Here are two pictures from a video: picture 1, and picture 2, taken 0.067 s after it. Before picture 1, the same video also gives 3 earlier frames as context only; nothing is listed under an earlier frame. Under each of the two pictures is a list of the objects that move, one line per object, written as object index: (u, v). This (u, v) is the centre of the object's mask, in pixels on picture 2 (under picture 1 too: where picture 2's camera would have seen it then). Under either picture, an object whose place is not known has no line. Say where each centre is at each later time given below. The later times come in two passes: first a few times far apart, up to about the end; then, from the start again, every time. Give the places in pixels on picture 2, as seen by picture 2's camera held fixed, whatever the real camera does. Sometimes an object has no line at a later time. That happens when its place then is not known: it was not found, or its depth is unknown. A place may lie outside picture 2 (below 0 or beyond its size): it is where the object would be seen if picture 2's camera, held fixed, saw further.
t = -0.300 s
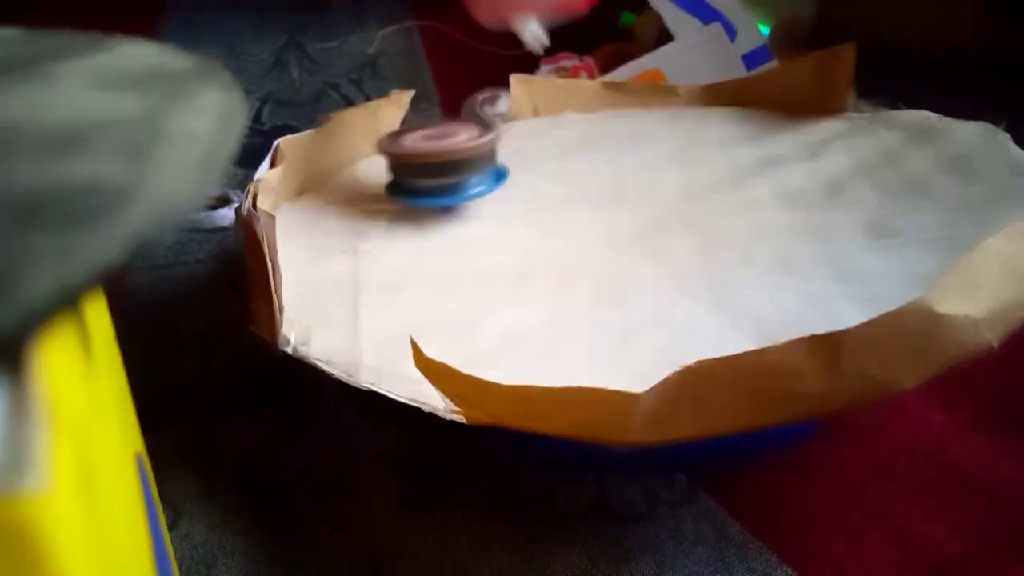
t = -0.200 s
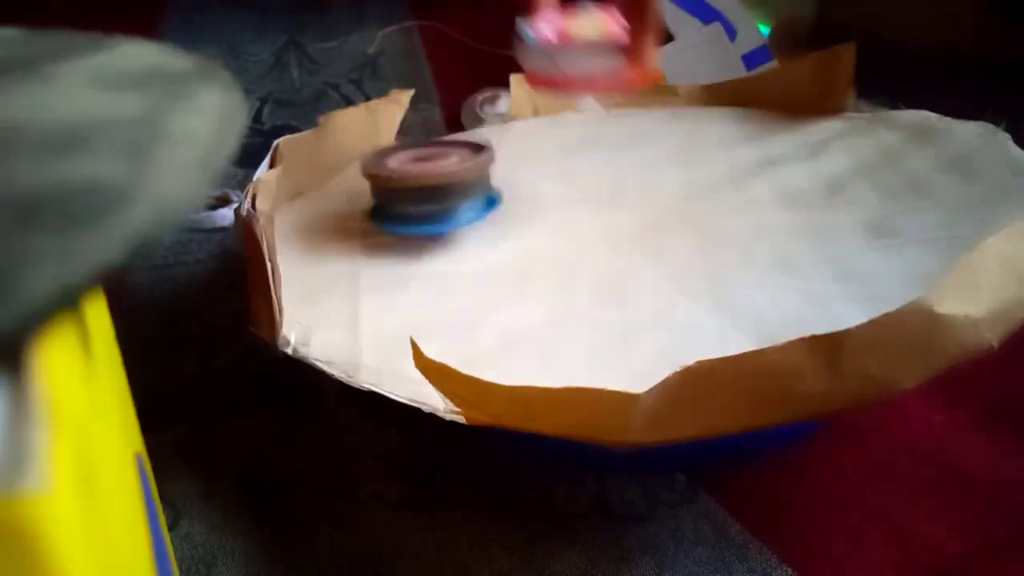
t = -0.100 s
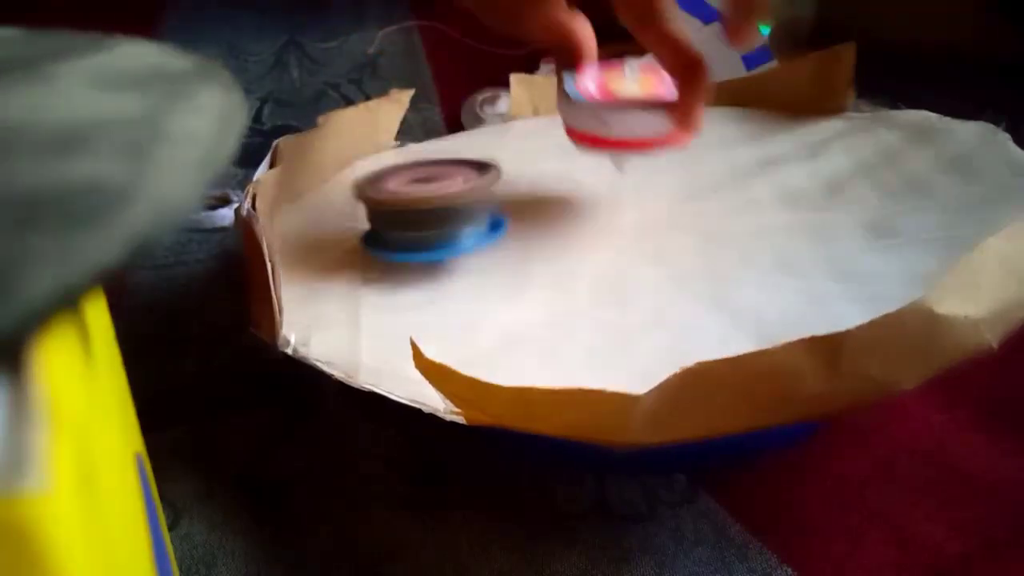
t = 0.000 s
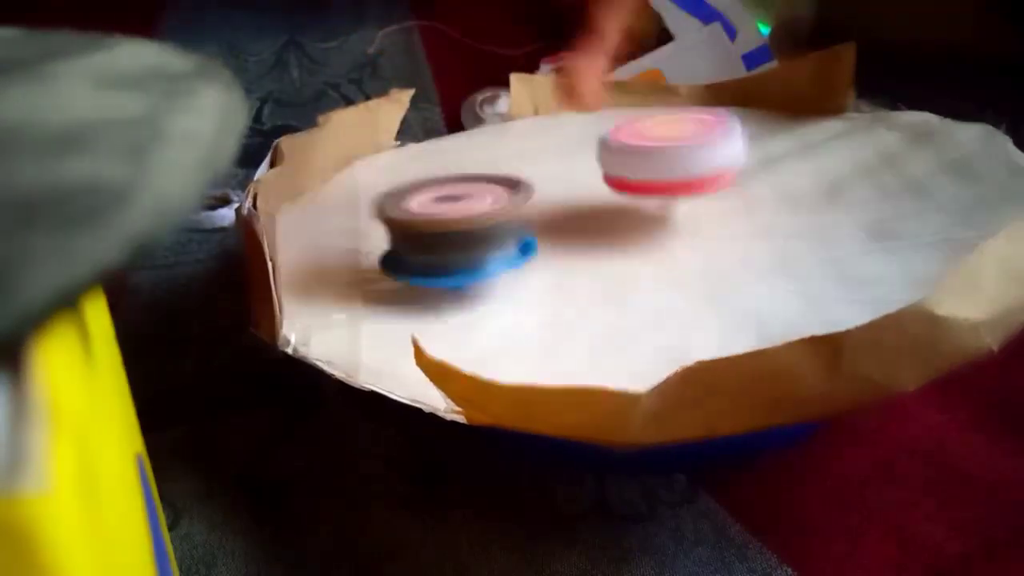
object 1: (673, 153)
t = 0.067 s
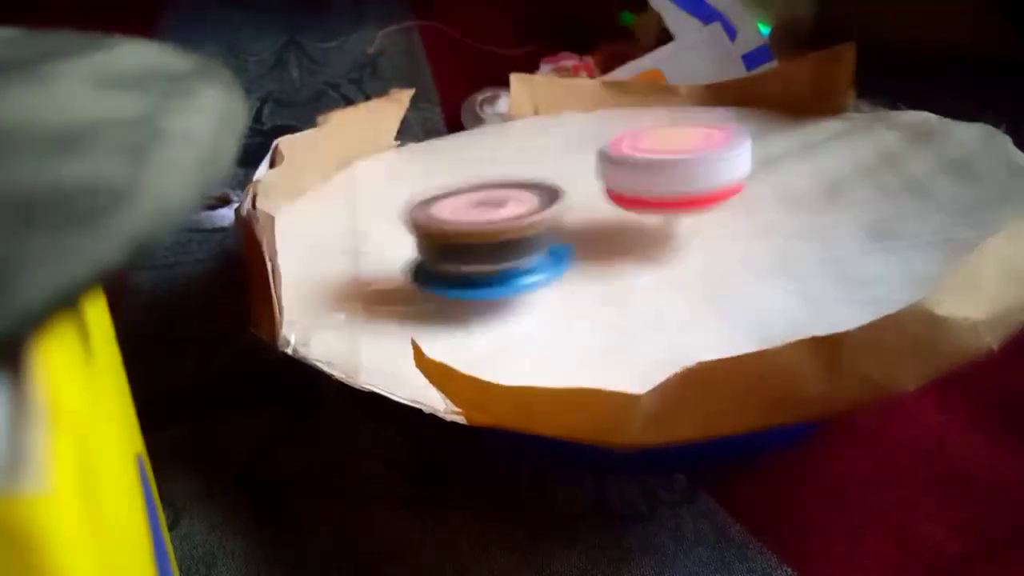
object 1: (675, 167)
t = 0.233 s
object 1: (636, 163)
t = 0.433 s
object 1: (637, 147)
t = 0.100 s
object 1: (670, 172)
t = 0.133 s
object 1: (661, 177)
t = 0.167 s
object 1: (654, 177)
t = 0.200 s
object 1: (640, 173)
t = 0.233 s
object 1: (636, 163)
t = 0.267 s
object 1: (630, 159)
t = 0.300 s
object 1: (629, 152)
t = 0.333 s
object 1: (631, 149)
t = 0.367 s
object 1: (634, 147)
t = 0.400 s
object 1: (636, 146)
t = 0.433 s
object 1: (637, 147)
